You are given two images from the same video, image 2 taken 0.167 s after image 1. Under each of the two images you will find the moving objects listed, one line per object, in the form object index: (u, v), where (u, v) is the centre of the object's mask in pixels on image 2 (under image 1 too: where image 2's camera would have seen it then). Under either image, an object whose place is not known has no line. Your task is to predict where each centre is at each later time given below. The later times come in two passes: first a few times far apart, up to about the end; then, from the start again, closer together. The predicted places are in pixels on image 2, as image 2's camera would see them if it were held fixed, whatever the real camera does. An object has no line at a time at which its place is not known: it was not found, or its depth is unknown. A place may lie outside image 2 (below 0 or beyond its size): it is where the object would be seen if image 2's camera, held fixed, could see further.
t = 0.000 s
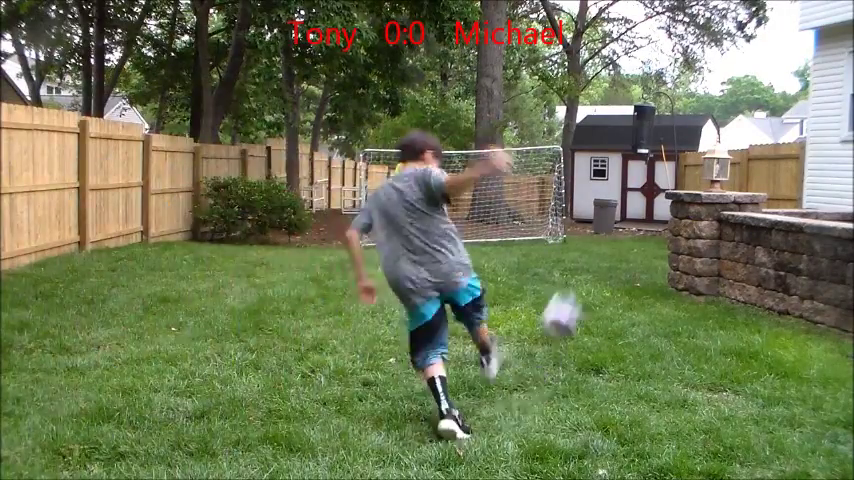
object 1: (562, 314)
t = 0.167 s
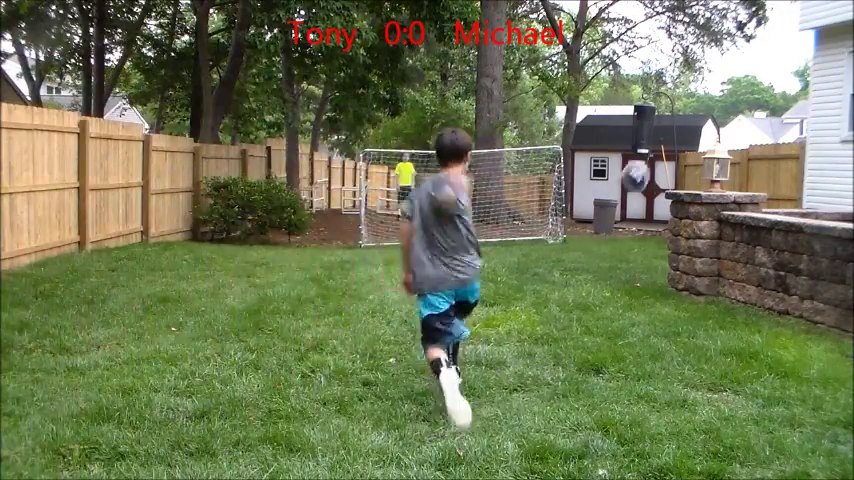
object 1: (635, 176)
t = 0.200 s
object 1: (645, 159)
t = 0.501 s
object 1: (631, 134)
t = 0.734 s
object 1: (608, 185)
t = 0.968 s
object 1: (591, 251)
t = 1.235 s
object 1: (594, 212)
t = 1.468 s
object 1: (595, 218)
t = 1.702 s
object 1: (595, 246)
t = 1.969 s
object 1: (593, 238)
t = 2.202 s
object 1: (593, 242)
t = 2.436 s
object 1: (596, 240)
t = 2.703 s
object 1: (598, 240)
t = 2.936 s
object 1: (599, 239)
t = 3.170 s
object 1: (598, 239)
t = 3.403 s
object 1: (597, 238)
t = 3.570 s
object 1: (596, 238)
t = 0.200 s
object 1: (645, 159)
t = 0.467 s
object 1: (634, 132)
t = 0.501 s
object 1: (631, 134)
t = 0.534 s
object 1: (630, 140)
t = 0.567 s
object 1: (627, 147)
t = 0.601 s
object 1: (623, 153)
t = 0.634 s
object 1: (619, 160)
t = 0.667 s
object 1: (616, 166)
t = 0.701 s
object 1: (612, 177)
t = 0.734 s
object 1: (608, 185)
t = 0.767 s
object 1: (606, 193)
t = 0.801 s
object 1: (603, 203)
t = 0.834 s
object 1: (601, 216)
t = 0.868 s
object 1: (599, 226)
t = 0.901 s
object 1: (596, 238)
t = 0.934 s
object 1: (594, 249)
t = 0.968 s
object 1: (591, 251)
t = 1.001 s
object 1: (592, 245)
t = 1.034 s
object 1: (592, 238)
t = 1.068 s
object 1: (593, 231)
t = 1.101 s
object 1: (593, 226)
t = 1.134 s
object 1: (594, 223)
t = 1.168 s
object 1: (595, 218)
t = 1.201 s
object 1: (595, 215)
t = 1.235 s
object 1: (594, 212)
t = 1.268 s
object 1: (595, 211)
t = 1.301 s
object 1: (595, 211)
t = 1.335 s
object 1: (595, 210)
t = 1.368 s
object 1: (595, 212)
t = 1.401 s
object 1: (595, 213)
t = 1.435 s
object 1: (596, 216)
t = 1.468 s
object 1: (595, 218)
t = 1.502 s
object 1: (595, 223)
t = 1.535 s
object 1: (595, 227)
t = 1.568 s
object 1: (595, 233)
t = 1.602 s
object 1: (595, 239)
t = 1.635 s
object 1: (595, 245)
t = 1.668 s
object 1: (595, 248)
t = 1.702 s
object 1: (595, 246)
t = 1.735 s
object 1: (595, 242)
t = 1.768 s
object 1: (594, 239)
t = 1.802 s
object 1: (595, 237)
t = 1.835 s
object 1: (594, 236)
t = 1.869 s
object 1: (594, 235)
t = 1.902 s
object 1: (594, 235)
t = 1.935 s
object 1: (593, 236)
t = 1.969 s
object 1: (593, 238)
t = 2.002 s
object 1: (592, 240)
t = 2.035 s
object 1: (593, 242)
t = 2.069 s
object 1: (592, 244)
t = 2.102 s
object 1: (593, 244)
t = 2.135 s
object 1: (593, 242)
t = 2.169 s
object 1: (593, 242)
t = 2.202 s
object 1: (593, 242)
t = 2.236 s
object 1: (594, 242)
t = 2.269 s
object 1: (593, 242)
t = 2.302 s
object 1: (593, 243)
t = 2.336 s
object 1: (594, 242)
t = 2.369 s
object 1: (595, 241)
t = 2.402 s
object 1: (596, 241)
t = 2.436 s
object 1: (596, 240)
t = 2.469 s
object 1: (596, 241)
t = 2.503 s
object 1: (596, 241)
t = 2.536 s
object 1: (596, 241)
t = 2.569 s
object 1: (597, 241)
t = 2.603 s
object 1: (597, 240)
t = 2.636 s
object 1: (598, 240)
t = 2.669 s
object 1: (598, 240)
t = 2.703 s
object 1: (598, 240)
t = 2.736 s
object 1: (598, 240)
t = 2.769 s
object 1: (597, 240)
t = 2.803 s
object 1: (598, 240)
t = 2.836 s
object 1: (598, 240)
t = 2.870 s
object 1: (599, 239)
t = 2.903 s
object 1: (599, 238)
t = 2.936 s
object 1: (599, 239)
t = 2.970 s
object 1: (599, 239)
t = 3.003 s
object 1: (599, 239)
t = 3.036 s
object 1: (598, 239)
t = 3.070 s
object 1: (598, 239)
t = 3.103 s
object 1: (598, 239)
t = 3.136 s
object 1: (598, 239)
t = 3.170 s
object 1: (598, 239)
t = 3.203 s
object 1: (598, 238)
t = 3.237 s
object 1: (598, 238)
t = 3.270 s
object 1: (598, 238)
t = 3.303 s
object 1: (598, 239)
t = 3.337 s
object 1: (597, 238)
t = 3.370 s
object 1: (597, 238)
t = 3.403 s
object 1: (597, 238)
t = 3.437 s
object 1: (597, 238)
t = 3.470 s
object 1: (597, 238)
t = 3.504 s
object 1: (597, 238)
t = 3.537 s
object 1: (597, 238)
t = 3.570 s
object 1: (596, 238)
